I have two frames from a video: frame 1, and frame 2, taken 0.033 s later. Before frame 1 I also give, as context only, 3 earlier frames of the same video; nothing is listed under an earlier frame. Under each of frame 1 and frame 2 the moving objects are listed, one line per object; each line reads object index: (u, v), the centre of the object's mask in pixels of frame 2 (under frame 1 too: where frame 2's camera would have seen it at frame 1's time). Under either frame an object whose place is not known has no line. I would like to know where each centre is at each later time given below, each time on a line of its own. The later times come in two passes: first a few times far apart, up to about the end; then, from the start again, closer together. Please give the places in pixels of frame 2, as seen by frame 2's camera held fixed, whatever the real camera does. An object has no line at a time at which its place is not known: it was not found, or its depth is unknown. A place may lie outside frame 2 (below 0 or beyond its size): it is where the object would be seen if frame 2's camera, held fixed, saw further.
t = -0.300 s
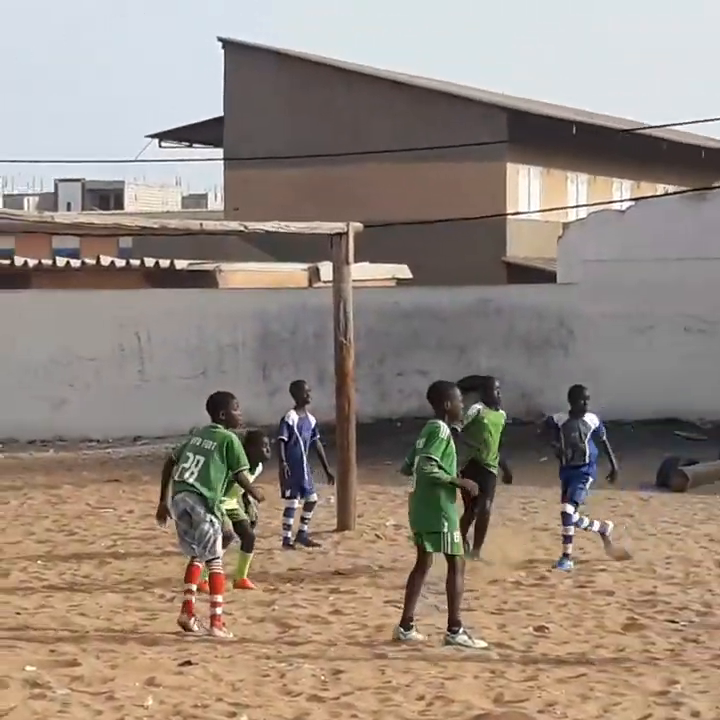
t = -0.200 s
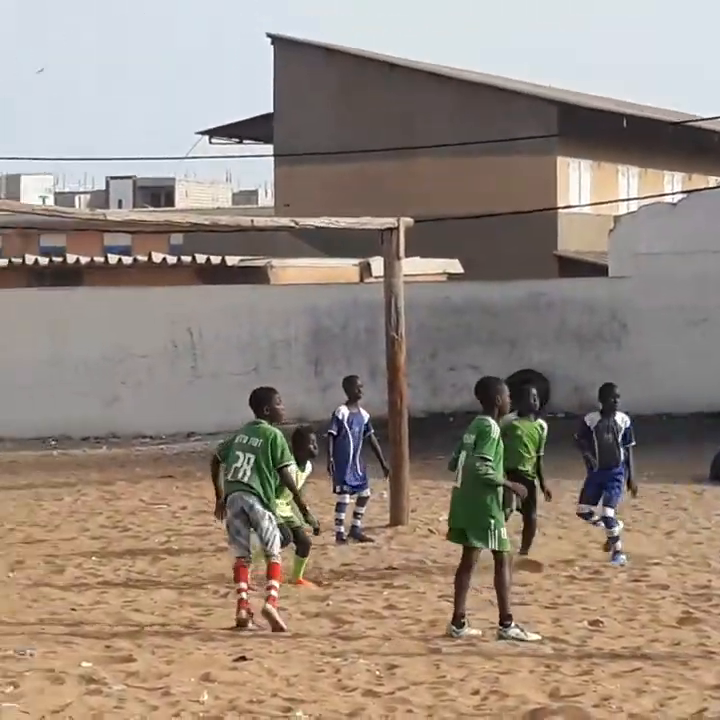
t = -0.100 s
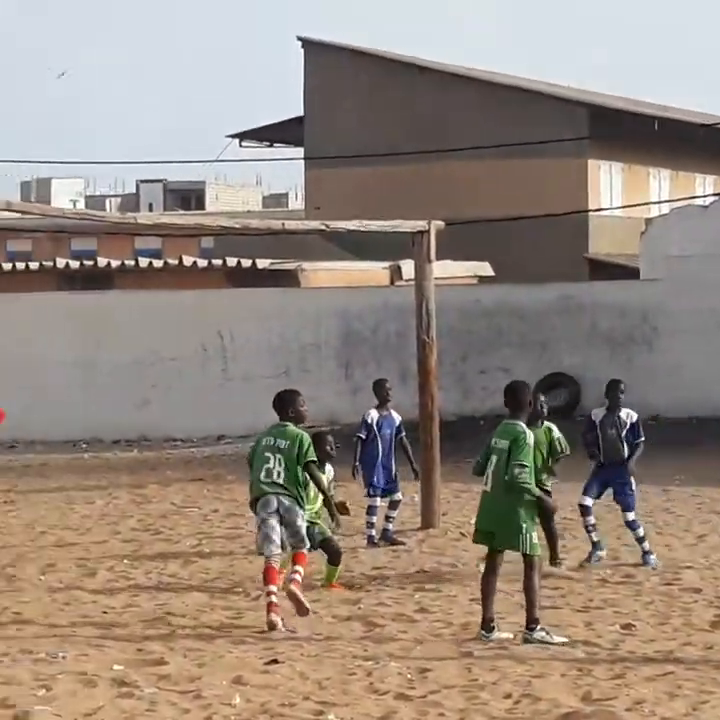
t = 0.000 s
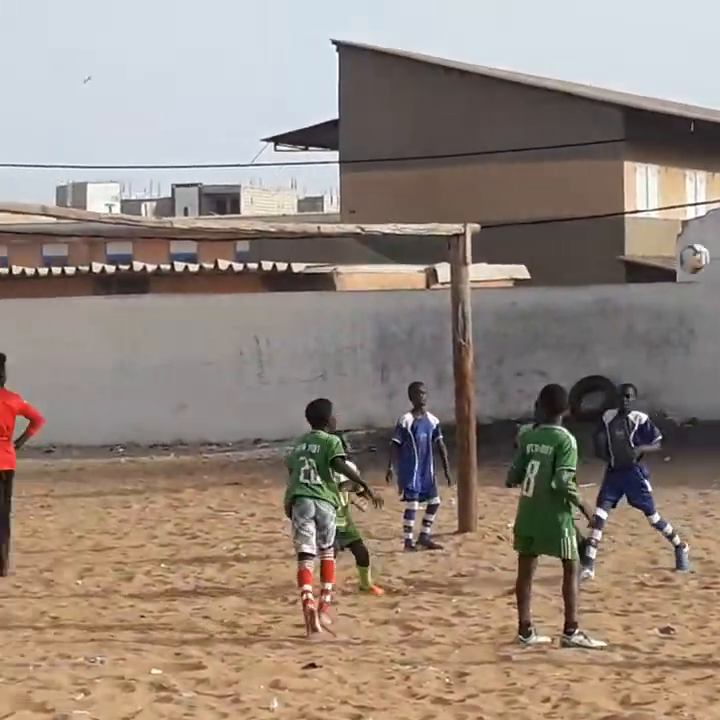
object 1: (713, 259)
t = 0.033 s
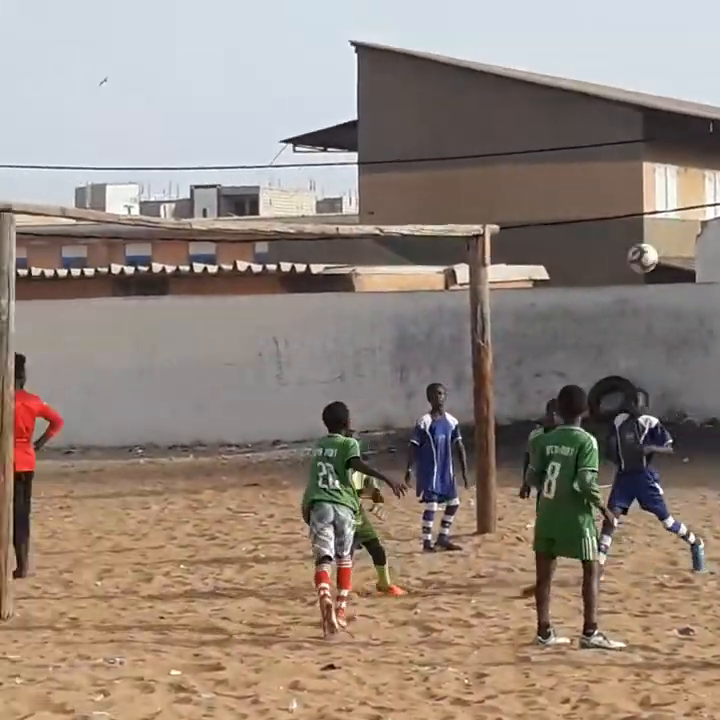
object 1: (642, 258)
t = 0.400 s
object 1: (-21, 343)
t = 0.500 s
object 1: (-174, 394)
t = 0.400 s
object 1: (-21, 343)
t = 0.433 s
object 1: (-71, 359)
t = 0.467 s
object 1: (-123, 375)
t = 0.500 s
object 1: (-174, 394)
